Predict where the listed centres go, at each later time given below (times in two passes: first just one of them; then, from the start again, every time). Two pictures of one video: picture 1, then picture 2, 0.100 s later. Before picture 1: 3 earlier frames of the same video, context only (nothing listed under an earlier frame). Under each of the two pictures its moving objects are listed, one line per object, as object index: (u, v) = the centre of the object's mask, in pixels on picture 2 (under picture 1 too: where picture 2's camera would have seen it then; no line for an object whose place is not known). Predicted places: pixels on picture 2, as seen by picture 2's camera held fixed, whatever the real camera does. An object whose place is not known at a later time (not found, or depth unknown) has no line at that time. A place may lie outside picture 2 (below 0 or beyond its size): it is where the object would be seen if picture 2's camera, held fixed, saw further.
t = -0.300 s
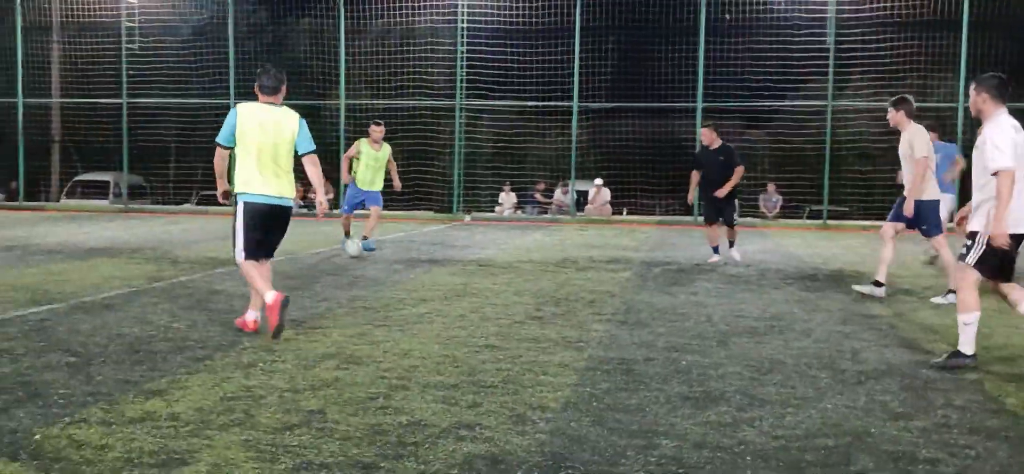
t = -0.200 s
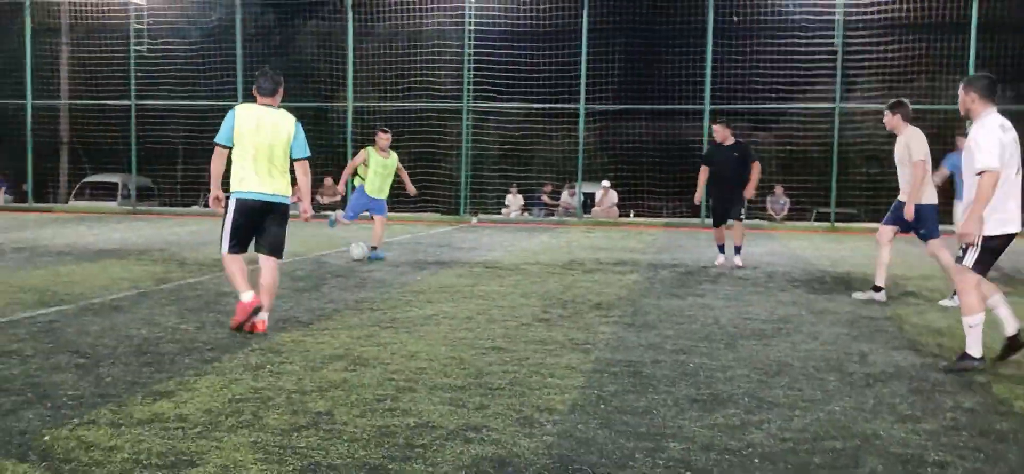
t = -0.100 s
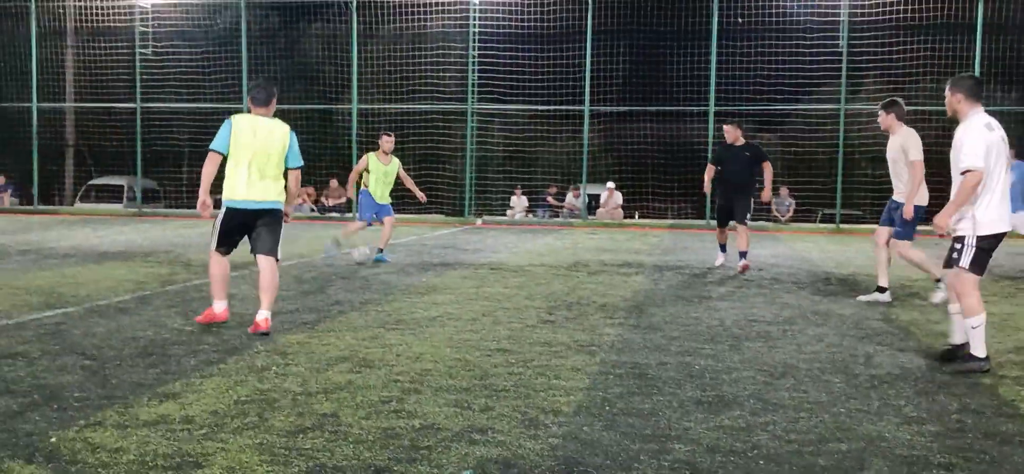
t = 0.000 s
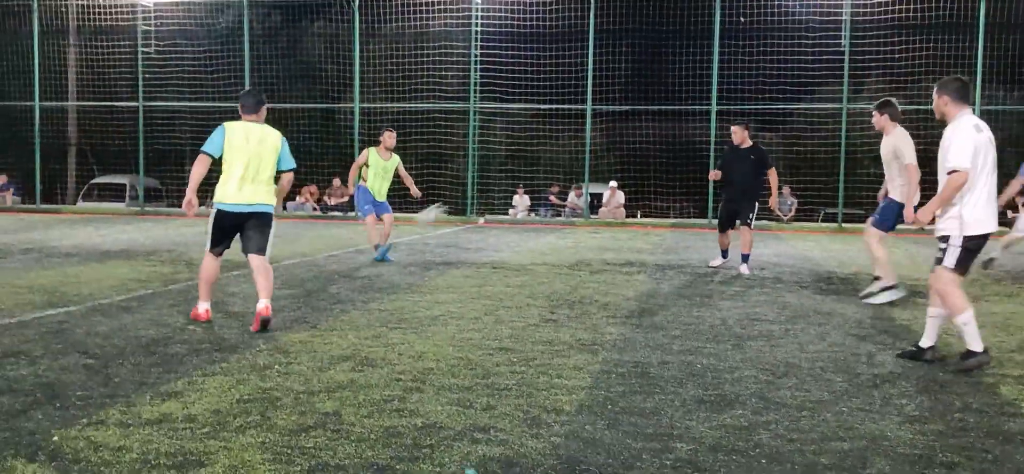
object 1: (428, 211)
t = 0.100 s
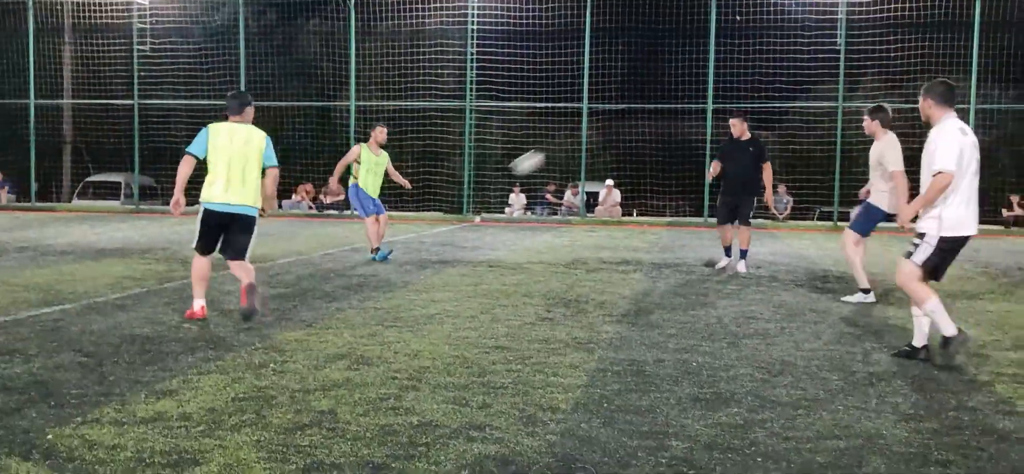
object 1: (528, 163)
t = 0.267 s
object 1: (710, 86)
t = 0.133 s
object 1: (562, 146)
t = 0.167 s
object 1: (599, 131)
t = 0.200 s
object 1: (635, 115)
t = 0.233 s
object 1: (671, 100)
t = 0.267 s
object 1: (710, 86)
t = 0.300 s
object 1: (748, 71)
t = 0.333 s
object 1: (783, 58)
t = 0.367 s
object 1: (821, 45)
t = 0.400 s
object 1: (860, 32)
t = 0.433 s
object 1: (902, 21)
